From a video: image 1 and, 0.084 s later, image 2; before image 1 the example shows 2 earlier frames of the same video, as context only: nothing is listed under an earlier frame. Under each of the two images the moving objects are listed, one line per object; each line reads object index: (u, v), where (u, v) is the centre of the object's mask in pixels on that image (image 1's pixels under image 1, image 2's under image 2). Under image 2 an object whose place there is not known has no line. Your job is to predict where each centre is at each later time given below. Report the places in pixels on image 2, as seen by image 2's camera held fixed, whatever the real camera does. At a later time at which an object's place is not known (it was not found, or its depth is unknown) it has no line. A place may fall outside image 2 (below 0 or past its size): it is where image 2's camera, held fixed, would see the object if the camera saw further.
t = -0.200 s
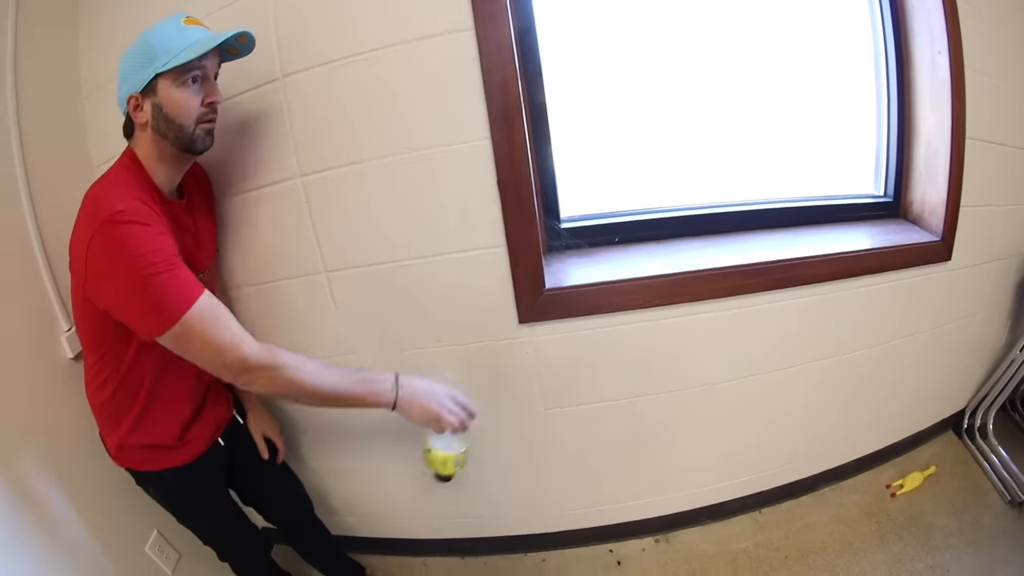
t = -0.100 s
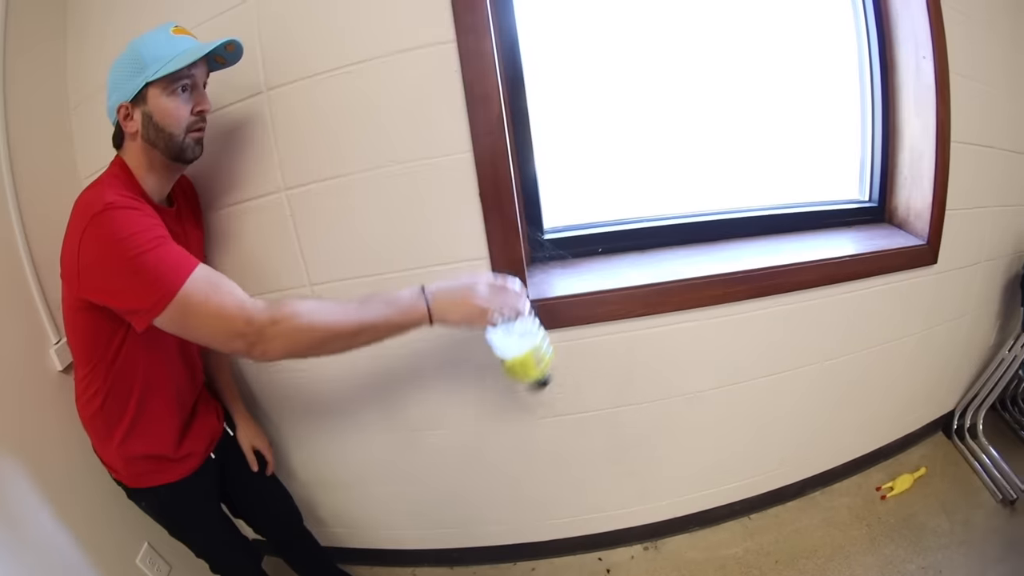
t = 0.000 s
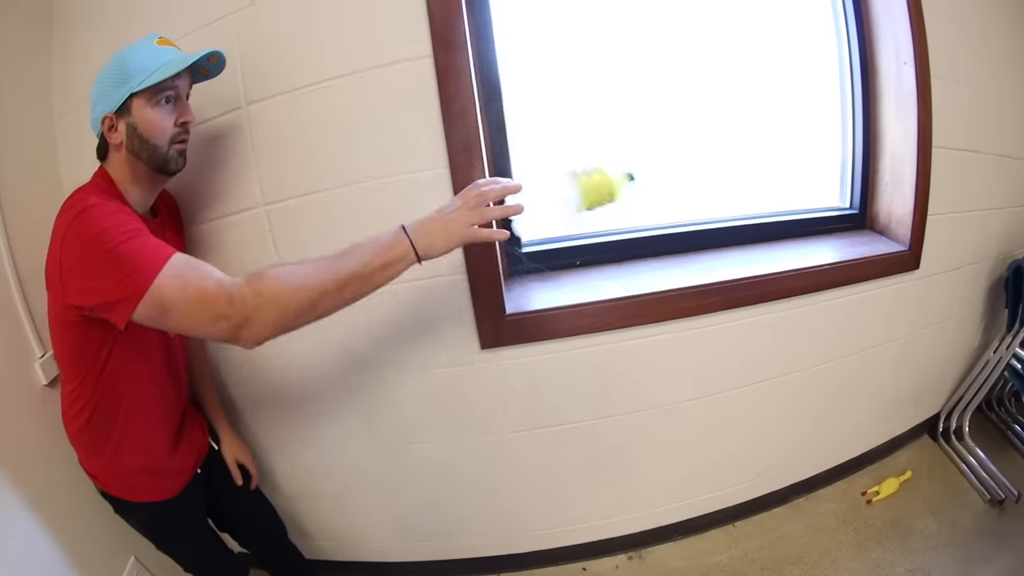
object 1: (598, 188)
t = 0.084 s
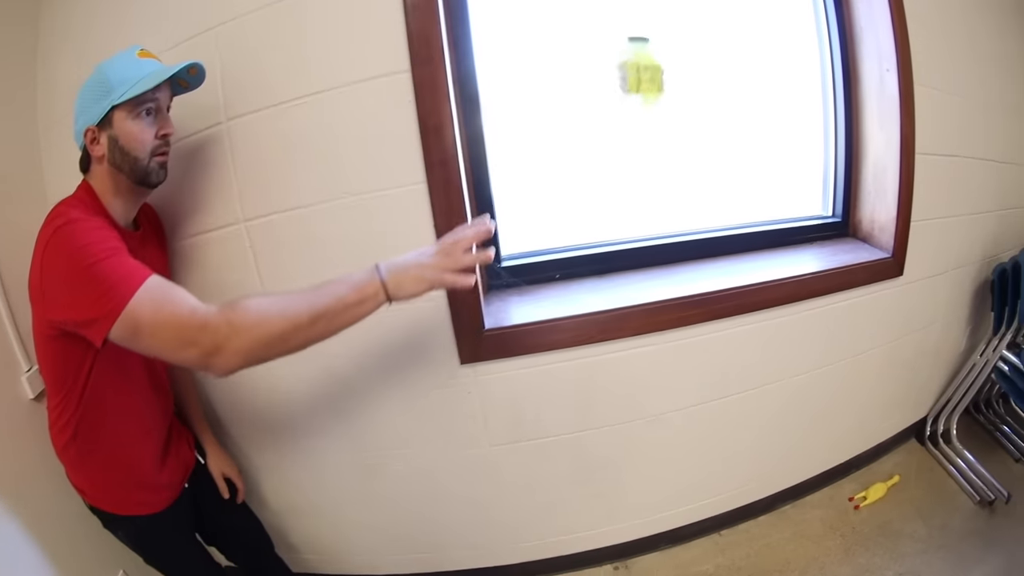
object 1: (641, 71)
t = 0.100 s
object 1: (652, 56)
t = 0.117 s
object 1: (662, 39)
